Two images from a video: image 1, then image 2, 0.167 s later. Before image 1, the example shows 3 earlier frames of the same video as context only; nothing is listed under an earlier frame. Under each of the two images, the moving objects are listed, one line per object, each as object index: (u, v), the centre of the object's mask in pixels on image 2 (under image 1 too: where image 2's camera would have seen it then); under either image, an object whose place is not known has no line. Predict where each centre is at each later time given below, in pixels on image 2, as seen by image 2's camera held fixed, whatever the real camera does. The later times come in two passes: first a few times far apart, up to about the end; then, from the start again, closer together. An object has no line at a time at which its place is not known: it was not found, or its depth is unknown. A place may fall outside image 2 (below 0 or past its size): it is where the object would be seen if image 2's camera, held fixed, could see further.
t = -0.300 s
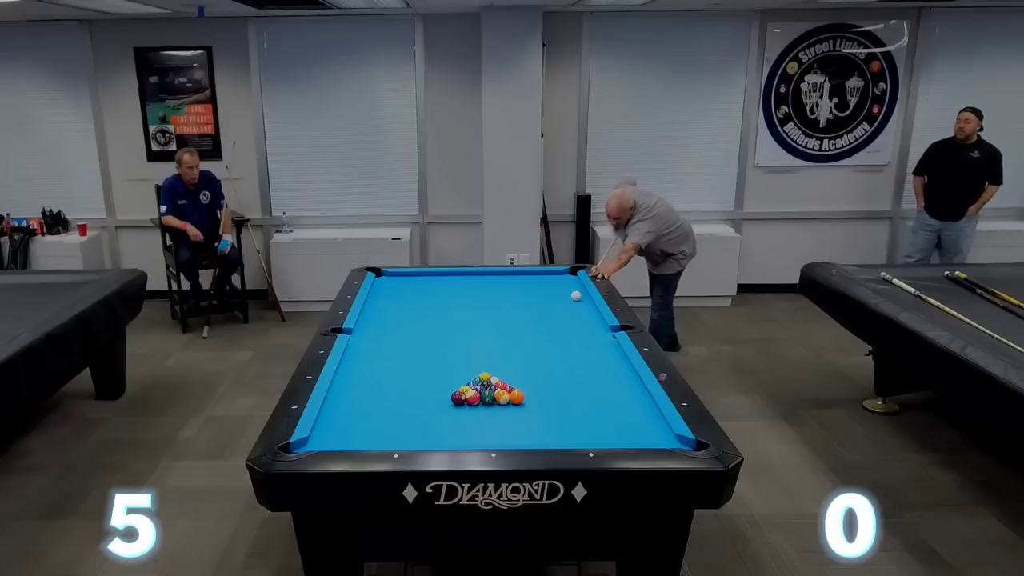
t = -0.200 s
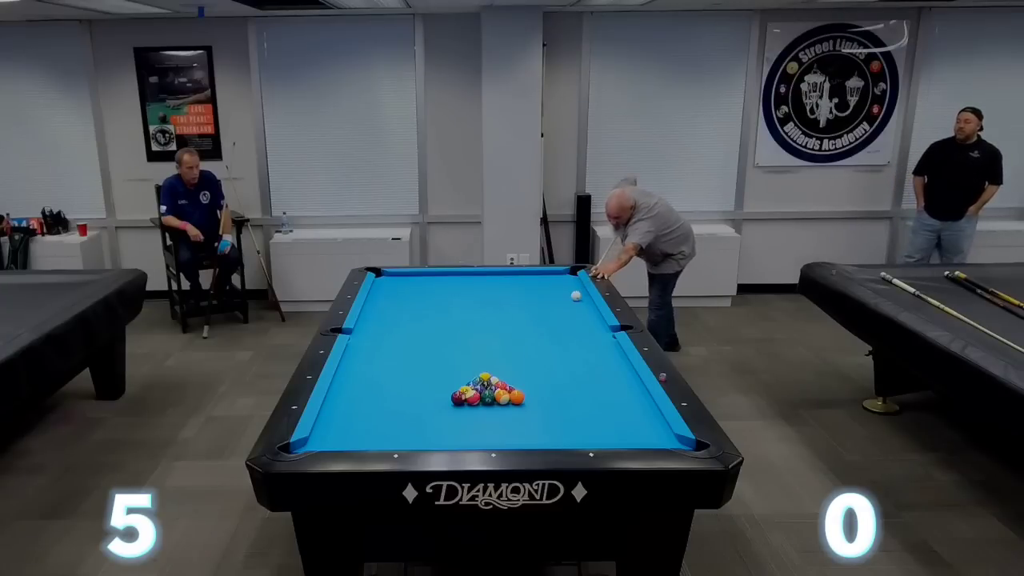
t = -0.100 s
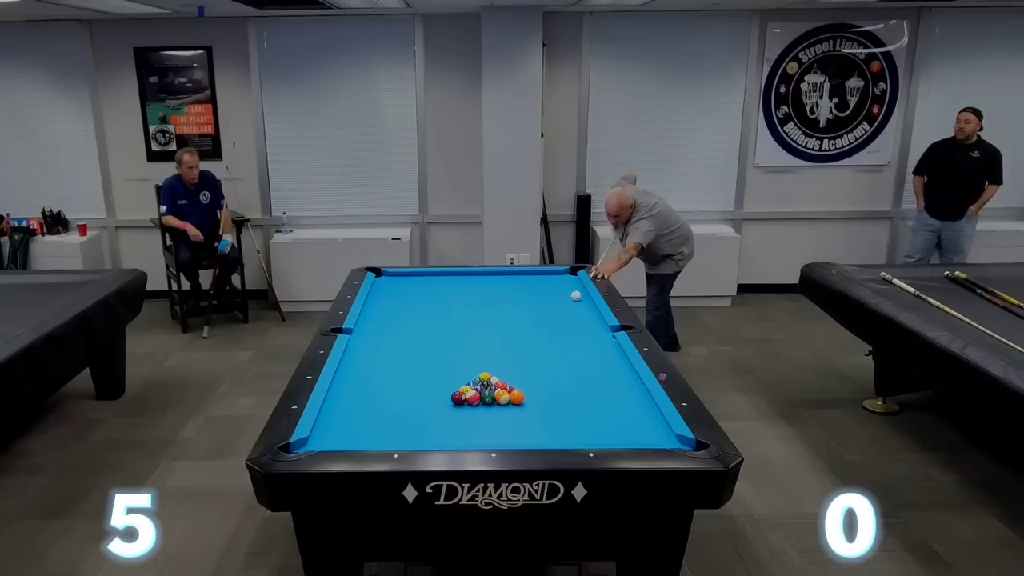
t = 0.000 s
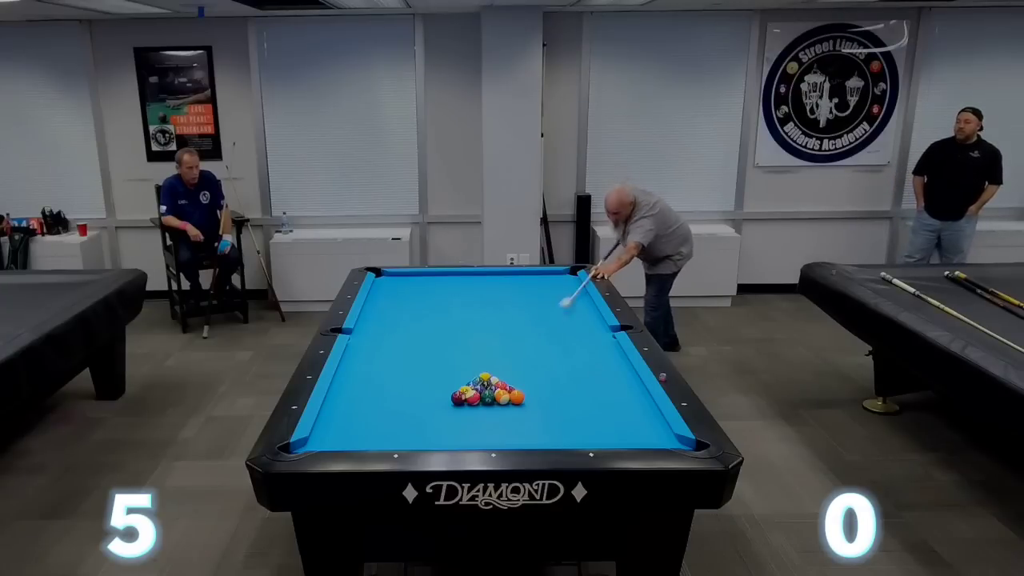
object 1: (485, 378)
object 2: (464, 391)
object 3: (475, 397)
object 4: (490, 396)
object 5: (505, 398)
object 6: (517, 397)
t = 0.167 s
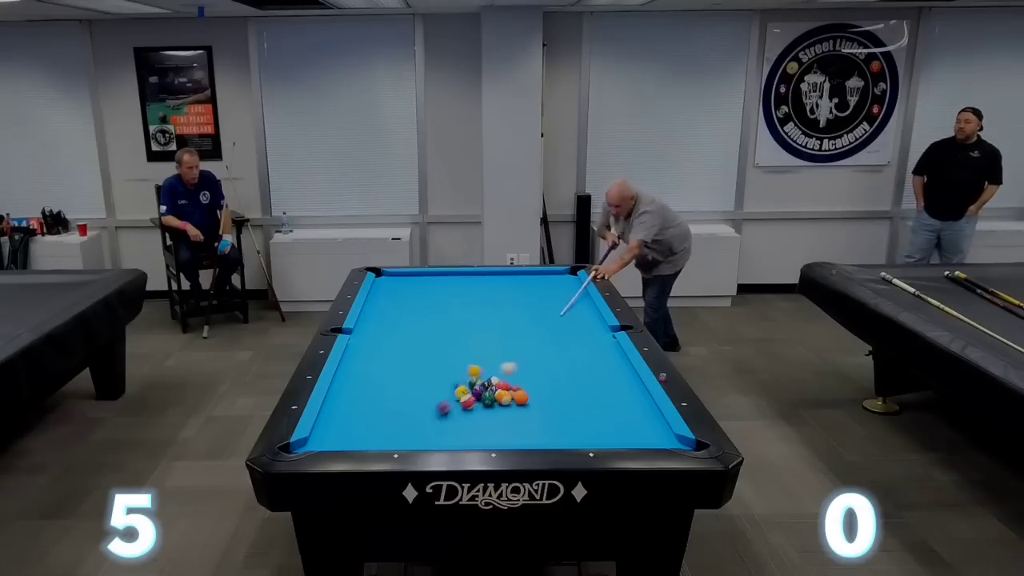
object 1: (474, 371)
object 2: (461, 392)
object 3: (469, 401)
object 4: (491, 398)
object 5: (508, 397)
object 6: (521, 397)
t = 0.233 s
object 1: (450, 360)
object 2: (455, 395)
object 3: (455, 412)
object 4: (490, 402)
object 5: (508, 399)
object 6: (530, 398)
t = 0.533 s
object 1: (360, 353)
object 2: (429, 398)
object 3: (415, 436)
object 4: (490, 418)
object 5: (519, 404)
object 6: (567, 403)
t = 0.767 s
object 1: (386, 342)
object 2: (409, 401)
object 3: (401, 418)
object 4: (491, 430)
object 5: (528, 408)
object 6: (595, 405)
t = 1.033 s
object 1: (428, 332)
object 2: (391, 397)
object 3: (383, 408)
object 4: (493, 439)
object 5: (537, 412)
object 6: (626, 409)
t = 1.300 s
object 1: (466, 322)
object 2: (377, 388)
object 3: (364, 406)
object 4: (492, 434)
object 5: (546, 415)
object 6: (653, 412)
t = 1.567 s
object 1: (501, 314)
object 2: (364, 380)
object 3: (345, 404)
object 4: (491, 426)
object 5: (553, 419)
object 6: (637, 414)
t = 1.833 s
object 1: (532, 306)
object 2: (353, 373)
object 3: (330, 403)
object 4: (490, 420)
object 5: (559, 421)
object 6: (622, 416)
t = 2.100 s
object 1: (561, 298)
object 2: (345, 366)
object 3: (340, 401)
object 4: (490, 414)
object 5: (565, 424)
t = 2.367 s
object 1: (581, 292)
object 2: (353, 362)
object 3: (350, 400)
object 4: (488, 409)
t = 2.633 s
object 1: (564, 289)
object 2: (360, 358)
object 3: (357, 400)
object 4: (488, 404)
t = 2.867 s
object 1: (551, 287)
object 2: (366, 355)
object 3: (362, 399)
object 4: (488, 401)
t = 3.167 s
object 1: (537, 285)
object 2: (373, 351)
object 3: (368, 398)
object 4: (488, 398)
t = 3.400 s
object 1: (531, 287)
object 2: (378, 349)
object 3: (371, 398)
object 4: (488, 396)
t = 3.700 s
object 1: (524, 289)
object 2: (382, 347)
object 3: (373, 398)
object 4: (489, 393)
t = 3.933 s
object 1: (519, 290)
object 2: (386, 345)
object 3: (374, 398)
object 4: (489, 392)
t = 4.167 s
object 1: (514, 292)
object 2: (388, 344)
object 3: (374, 398)
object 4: (489, 392)
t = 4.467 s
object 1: (509, 293)
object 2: (391, 342)
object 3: (374, 398)
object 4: (489, 392)
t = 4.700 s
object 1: (505, 294)
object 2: (393, 341)
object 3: (374, 398)
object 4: (489, 392)
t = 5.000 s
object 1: (501, 296)
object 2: (394, 341)
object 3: (374, 398)
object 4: (489, 392)
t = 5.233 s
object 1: (498, 297)
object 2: (395, 341)
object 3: (374, 398)
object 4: (489, 391)
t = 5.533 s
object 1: (495, 297)
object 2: (395, 341)
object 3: (374, 398)
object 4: (489, 391)
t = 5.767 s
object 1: (493, 298)
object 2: (395, 341)
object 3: (374, 398)
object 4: (489, 391)
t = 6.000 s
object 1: (492, 299)
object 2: (395, 341)
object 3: (374, 398)
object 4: (489, 391)
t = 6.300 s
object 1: (491, 299)
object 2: (395, 341)
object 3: (374, 398)
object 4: (489, 391)
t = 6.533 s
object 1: (491, 299)
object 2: (395, 341)
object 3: (374, 398)
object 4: (489, 391)
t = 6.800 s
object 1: (491, 299)
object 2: (395, 341)
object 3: (374, 398)
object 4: (489, 391)
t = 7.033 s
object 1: (491, 299)
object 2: (395, 341)
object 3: (374, 398)
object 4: (489, 391)
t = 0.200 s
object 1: (462, 365)
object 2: (458, 394)
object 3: (462, 407)
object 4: (491, 400)
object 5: (507, 398)
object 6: (526, 397)
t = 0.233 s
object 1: (450, 360)
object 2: (455, 395)
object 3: (455, 412)
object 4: (490, 402)
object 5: (508, 399)
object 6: (530, 398)
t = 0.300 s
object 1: (427, 360)
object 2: (450, 395)
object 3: (444, 423)
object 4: (489, 406)
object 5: (510, 400)
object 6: (539, 399)
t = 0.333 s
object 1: (415, 363)
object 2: (447, 396)
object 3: (439, 428)
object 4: (489, 408)
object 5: (511, 400)
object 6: (543, 400)
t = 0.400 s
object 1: (395, 357)
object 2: (441, 397)
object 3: (428, 436)
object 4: (489, 411)
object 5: (514, 402)
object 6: (552, 401)
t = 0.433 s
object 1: (385, 357)
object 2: (437, 397)
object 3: (423, 440)
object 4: (490, 412)
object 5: (516, 403)
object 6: (555, 401)
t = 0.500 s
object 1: (368, 354)
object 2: (432, 398)
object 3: (417, 438)
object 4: (490, 417)
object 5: (518, 404)
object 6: (563, 402)
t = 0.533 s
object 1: (360, 353)
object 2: (429, 398)
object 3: (415, 436)
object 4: (490, 418)
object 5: (519, 404)
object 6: (567, 403)
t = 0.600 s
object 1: (354, 349)
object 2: (424, 399)
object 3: (411, 430)
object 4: (491, 421)
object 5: (521, 405)
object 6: (575, 403)
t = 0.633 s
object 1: (362, 348)
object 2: (420, 399)
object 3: (408, 427)
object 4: (491, 423)
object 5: (523, 406)
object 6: (579, 404)
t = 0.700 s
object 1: (375, 346)
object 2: (415, 400)
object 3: (405, 423)
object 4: (491, 427)
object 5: (526, 406)
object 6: (587, 404)
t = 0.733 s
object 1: (381, 344)
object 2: (412, 401)
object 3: (403, 420)
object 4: (491, 428)
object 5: (527, 407)
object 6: (591, 405)
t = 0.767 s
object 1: (386, 342)
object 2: (409, 401)
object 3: (401, 418)
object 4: (491, 430)
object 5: (528, 408)
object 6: (595, 405)
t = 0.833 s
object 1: (397, 340)
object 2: (404, 402)
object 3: (397, 413)
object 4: (492, 433)
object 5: (530, 409)
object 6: (602, 406)
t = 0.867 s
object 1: (402, 338)
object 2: (402, 402)
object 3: (395, 411)
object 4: (492, 435)
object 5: (532, 409)
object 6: (606, 407)
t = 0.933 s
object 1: (413, 336)
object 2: (397, 400)
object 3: (391, 409)
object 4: (492, 437)
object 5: (534, 411)
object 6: (614, 408)
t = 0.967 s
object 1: (418, 334)
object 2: (395, 398)
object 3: (389, 408)
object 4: (492, 438)
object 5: (535, 411)
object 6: (618, 408)
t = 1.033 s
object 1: (428, 332)
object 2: (391, 397)
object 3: (383, 408)
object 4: (493, 439)
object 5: (537, 412)
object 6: (626, 409)
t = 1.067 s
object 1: (433, 331)
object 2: (389, 396)
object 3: (380, 408)
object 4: (492, 439)
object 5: (538, 412)
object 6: (629, 409)
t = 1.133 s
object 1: (443, 328)
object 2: (385, 394)
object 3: (376, 407)
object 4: (492, 438)
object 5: (541, 413)
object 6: (637, 410)
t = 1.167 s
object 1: (448, 327)
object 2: (383, 393)
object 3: (373, 407)
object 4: (492, 437)
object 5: (542, 414)
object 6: (641, 411)
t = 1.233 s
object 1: (457, 325)
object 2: (380, 390)
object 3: (369, 407)
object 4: (492, 436)
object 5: (544, 414)
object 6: (649, 411)
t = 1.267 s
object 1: (462, 324)
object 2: (379, 389)
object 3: (366, 406)
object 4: (492, 435)
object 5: (545, 415)
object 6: (652, 412)
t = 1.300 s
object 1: (466, 322)
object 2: (377, 388)
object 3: (364, 406)
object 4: (492, 434)
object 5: (546, 415)
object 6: (653, 412)
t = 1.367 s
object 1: (476, 320)
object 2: (374, 386)
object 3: (359, 406)
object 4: (492, 432)
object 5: (548, 416)
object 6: (649, 413)
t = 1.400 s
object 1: (480, 319)
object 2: (372, 385)
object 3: (357, 406)
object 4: (492, 431)
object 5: (549, 417)
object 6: (647, 413)
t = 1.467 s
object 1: (488, 317)
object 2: (369, 383)
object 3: (352, 405)
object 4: (491, 429)
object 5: (551, 417)
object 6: (643, 413)
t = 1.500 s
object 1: (492, 316)
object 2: (367, 382)
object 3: (350, 404)
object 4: (491, 428)
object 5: (551, 418)
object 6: (641, 414)
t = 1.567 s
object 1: (501, 314)
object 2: (364, 380)
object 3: (345, 404)
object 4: (491, 426)
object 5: (553, 419)
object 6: (637, 414)
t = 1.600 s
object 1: (505, 313)
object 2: (363, 379)
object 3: (343, 404)
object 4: (491, 425)
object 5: (554, 419)
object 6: (635, 414)
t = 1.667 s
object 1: (513, 311)
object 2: (360, 377)
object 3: (339, 404)
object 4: (491, 424)
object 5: (555, 420)
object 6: (631, 415)
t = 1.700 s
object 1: (517, 310)
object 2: (358, 376)
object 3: (337, 403)
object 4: (491, 423)
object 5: (556, 420)
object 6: (630, 415)
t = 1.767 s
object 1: (525, 308)
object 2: (356, 374)
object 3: (333, 403)
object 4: (491, 421)
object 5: (558, 421)
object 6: (626, 416)
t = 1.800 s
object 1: (528, 307)
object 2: (355, 373)
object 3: (331, 403)
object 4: (491, 420)
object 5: (559, 421)
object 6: (624, 416)
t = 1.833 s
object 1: (532, 306)
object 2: (353, 373)
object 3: (330, 403)
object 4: (490, 420)
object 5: (559, 421)
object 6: (622, 416)
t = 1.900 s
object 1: (540, 304)
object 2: (350, 370)
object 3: (332, 403)
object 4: (490, 418)
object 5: (561, 422)
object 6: (618, 417)
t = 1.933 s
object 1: (543, 303)
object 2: (349, 370)
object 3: (334, 402)
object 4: (490, 417)
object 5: (562, 422)
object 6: (616, 417)
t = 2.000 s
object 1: (551, 301)
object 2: (346, 368)
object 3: (336, 402)
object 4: (490, 416)
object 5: (563, 423)
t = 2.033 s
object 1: (554, 300)
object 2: (345, 368)
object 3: (338, 401)
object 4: (490, 415)
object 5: (564, 423)
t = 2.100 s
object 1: (561, 298)
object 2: (345, 366)
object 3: (340, 401)
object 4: (490, 414)
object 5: (565, 424)
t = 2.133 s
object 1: (564, 298)
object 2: (346, 365)
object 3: (341, 401)
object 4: (489, 413)
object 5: (565, 424)
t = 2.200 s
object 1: (571, 296)
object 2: (347, 364)
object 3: (344, 401)
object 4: (489, 412)
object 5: (566, 425)
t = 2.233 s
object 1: (574, 295)
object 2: (349, 364)
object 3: (345, 400)
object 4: (489, 411)
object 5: (567, 426)
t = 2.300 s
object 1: (581, 293)
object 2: (351, 363)
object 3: (347, 400)
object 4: (489, 410)
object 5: (568, 425)
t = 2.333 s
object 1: (583, 292)
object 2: (352, 362)
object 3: (348, 400)
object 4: (488, 409)
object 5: (569, 426)
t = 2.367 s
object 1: (581, 292)
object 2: (353, 362)
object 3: (350, 400)
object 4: (488, 409)
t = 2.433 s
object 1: (577, 291)
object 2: (355, 360)
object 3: (351, 400)
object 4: (488, 408)
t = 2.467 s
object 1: (574, 291)
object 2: (356, 360)
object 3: (352, 400)
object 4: (488, 407)
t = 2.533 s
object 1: (570, 290)
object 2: (358, 359)
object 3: (354, 400)
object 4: (488, 406)
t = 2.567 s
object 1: (569, 290)
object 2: (359, 359)
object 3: (355, 400)
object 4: (488, 405)
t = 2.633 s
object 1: (564, 289)
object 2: (360, 358)
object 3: (357, 400)
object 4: (488, 404)
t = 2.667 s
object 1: (562, 289)
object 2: (362, 357)
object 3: (358, 400)
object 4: (488, 404)
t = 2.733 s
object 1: (558, 288)
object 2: (363, 356)
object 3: (359, 399)
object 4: (488, 403)
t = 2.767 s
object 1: (557, 288)
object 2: (364, 356)
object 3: (360, 399)
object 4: (488, 403)
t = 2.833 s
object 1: (553, 287)
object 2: (366, 355)
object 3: (361, 399)
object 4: (488, 402)
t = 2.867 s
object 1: (551, 287)
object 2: (366, 355)
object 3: (362, 399)
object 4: (488, 401)
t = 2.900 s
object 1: (549, 287)
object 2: (367, 354)
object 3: (363, 399)
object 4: (488, 401)
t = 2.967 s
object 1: (546, 286)
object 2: (369, 354)
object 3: (364, 399)
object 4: (488, 400)
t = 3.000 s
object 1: (544, 285)
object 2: (369, 353)
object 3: (365, 398)
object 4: (488, 400)
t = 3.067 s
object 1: (540, 284)
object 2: (371, 352)
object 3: (366, 398)
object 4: (488, 399)
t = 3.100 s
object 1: (538, 284)
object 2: (372, 352)
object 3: (366, 398)
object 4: (488, 398)
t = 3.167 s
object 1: (537, 285)
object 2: (373, 351)
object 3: (368, 398)
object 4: (488, 398)
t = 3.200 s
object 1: (536, 285)
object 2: (374, 351)
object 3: (368, 398)
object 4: (488, 397)
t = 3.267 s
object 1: (534, 285)
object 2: (375, 350)
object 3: (369, 398)
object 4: (488, 397)
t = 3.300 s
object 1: (533, 286)
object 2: (376, 350)
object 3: (370, 398)
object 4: (488, 397)
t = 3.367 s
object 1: (531, 286)
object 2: (377, 349)
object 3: (370, 398)
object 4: (488, 396)
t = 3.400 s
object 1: (531, 287)
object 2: (378, 349)
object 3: (371, 398)
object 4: (488, 396)
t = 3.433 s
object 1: (530, 287)
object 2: (378, 349)
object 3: (371, 398)
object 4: (488, 395)
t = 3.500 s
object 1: (529, 287)
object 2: (379, 348)
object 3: (372, 398)
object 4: (488, 395)
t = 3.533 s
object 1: (528, 288)
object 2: (380, 348)
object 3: (372, 398)
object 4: (488, 394)
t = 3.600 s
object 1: (526, 288)
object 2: (381, 347)
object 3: (372, 398)
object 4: (488, 394)
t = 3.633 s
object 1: (525, 288)
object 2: (381, 347)
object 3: (373, 398)
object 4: (488, 394)
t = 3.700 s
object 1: (524, 289)
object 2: (382, 347)
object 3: (373, 398)
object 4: (489, 393)
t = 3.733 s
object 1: (523, 289)
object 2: (383, 346)
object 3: (373, 398)
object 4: (489, 393)
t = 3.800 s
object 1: (522, 289)
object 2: (384, 346)
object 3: (374, 398)
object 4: (489, 393)
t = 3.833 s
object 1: (521, 290)
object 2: (384, 346)
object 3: (374, 398)
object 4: (489, 393)
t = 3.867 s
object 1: (520, 290)
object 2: (385, 345)
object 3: (374, 398)
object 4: (489, 393)
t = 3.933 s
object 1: (519, 290)
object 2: (386, 345)
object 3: (374, 398)
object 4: (489, 392)
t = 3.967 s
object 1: (518, 291)
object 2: (386, 345)
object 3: (374, 398)
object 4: (489, 392)
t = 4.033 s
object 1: (517, 291)
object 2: (387, 344)
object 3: (374, 398)
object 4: (489, 392)
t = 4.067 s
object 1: (516, 291)
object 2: (387, 344)
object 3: (374, 398)
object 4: (489, 392)
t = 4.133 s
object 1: (515, 292)
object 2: (388, 344)
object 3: (374, 398)
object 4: (489, 392)
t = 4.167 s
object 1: (514, 292)
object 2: (388, 344)
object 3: (374, 398)
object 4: (489, 392)
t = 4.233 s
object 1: (513, 292)
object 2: (389, 344)
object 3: (374, 398)
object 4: (489, 392)
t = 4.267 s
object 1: (512, 292)
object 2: (389, 343)
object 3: (374, 398)
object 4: (489, 392)
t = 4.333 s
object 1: (511, 293)
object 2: (390, 343)
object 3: (374, 398)
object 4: (489, 392)
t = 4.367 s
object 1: (510, 293)
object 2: (390, 343)
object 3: (374, 398)
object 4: (489, 392)
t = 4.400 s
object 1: (510, 293)
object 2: (390, 343)
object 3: (374, 398)
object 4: (489, 392)
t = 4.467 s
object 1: (509, 293)
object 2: (391, 342)
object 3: (374, 398)
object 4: (489, 392)
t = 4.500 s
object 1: (508, 294)
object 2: (391, 342)
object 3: (374, 398)
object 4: (489, 392)
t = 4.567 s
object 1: (507, 294)
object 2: (392, 342)
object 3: (374, 398)
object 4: (489, 392)
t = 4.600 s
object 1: (507, 294)
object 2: (392, 342)
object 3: (374, 398)
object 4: (489, 392)
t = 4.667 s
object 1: (506, 294)
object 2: (392, 342)
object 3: (374, 398)
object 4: (489, 392)
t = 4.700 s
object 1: (505, 294)
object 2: (393, 341)
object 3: (374, 398)
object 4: (489, 392)
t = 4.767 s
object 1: (504, 295)
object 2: (393, 341)
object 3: (374, 398)
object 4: (489, 392)
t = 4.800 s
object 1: (504, 295)
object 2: (393, 341)
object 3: (374, 398)
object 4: (489, 392)
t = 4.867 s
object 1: (503, 295)
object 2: (394, 341)
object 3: (374, 398)
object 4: (489, 392)
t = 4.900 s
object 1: (502, 295)
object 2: (394, 341)
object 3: (374, 398)
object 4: (489, 392)
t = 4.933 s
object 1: (502, 296)
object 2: (394, 341)
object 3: (374, 398)
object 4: (489, 392)
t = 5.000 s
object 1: (501, 296)
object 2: (394, 341)
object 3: (374, 398)
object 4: (489, 392)
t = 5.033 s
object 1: (500, 296)
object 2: (394, 341)
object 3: (374, 398)
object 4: (489, 392)
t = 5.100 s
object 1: (500, 296)
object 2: (394, 341)
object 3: (374, 398)
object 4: (489, 392)
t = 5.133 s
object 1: (499, 296)
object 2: (394, 341)
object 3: (374, 398)
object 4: (489, 392)
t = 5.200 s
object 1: (498, 296)
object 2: (395, 341)
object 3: (374, 398)
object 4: (489, 391)
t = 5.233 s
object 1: (498, 297)
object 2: (395, 341)
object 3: (374, 398)
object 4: (489, 391)
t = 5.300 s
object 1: (497, 297)
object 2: (395, 341)
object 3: (374, 398)
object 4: (489, 391)
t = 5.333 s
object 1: (497, 297)
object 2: (395, 341)
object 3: (374, 398)
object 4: (489, 391)
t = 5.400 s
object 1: (496, 297)
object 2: (395, 341)
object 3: (374, 398)
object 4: (489, 391)
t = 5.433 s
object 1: (496, 297)
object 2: (395, 341)
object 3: (374, 398)
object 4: (489, 391)
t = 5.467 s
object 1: (496, 297)
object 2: (395, 341)
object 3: (374, 398)
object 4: (489, 391)
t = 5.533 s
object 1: (495, 297)
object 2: (395, 341)
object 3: (374, 398)
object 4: (489, 391)
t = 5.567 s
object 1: (495, 298)
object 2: (395, 341)
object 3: (374, 398)
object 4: (489, 391)
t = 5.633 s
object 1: (494, 298)
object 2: (395, 341)
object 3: (374, 398)
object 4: (489, 391)
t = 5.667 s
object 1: (494, 298)
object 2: (395, 341)
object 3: (374, 398)
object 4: (489, 391)
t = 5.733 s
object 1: (493, 298)
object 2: (395, 341)
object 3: (374, 398)
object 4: (489, 391)
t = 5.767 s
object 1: (493, 298)
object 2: (395, 341)
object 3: (374, 398)
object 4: (489, 391)
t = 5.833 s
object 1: (493, 298)
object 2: (395, 341)
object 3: (374, 398)
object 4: (489, 391)
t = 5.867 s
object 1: (493, 298)
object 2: (395, 341)
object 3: (374, 398)
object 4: (489, 391)
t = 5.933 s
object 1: (492, 298)
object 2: (395, 341)
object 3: (374, 398)
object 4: (489, 391)
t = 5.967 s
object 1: (492, 298)
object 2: (395, 341)
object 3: (374, 398)
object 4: (489, 391)
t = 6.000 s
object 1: (492, 299)
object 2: (395, 341)
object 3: (374, 398)
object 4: (489, 391)
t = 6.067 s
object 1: (492, 299)
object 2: (395, 341)
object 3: (374, 398)
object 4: (489, 391)
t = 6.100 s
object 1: (492, 299)
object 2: (395, 341)
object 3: (374, 398)
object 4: (489, 391)
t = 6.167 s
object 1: (491, 299)
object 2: (395, 341)
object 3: (374, 398)
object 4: (489, 391)
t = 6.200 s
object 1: (491, 299)
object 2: (395, 341)
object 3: (374, 398)
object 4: (489, 391)
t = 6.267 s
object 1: (491, 299)
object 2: (395, 341)
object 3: (374, 398)
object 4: (489, 391)
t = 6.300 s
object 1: (491, 299)
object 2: (395, 341)
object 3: (374, 398)
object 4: (489, 391)
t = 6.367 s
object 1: (491, 299)
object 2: (395, 341)
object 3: (374, 398)
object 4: (489, 391)
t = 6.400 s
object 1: (491, 299)
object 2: (395, 341)
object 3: (374, 398)
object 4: (489, 391)
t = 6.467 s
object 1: (491, 299)
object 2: (395, 341)
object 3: (374, 398)
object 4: (489, 391)
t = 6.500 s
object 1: (491, 299)
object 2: (395, 341)
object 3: (374, 398)
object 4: (489, 391)
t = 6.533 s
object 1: (491, 299)
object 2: (395, 341)
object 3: (374, 398)
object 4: (489, 391)
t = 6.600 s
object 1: (491, 299)
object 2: (395, 341)
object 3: (374, 398)
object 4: (489, 391)
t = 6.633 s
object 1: (491, 299)
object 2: (395, 341)
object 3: (374, 398)
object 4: (489, 391)
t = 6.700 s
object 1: (491, 299)
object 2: (395, 341)
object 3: (374, 398)
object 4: (489, 391)
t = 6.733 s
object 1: (491, 299)
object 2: (395, 341)
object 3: (374, 398)
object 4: (489, 391)
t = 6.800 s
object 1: (491, 299)
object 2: (395, 341)
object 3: (374, 398)
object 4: (489, 391)
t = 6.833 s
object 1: (491, 299)
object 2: (395, 341)
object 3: (374, 398)
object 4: (489, 391)
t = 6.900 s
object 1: (491, 299)
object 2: (395, 341)
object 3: (374, 398)
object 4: (489, 391)
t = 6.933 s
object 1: (491, 299)
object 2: (395, 341)
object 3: (374, 398)
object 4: (489, 391)
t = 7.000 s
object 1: (491, 299)
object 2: (395, 341)
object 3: (374, 398)
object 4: (489, 391)
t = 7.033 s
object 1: (491, 299)
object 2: (395, 341)
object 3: (374, 398)
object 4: (489, 391)
